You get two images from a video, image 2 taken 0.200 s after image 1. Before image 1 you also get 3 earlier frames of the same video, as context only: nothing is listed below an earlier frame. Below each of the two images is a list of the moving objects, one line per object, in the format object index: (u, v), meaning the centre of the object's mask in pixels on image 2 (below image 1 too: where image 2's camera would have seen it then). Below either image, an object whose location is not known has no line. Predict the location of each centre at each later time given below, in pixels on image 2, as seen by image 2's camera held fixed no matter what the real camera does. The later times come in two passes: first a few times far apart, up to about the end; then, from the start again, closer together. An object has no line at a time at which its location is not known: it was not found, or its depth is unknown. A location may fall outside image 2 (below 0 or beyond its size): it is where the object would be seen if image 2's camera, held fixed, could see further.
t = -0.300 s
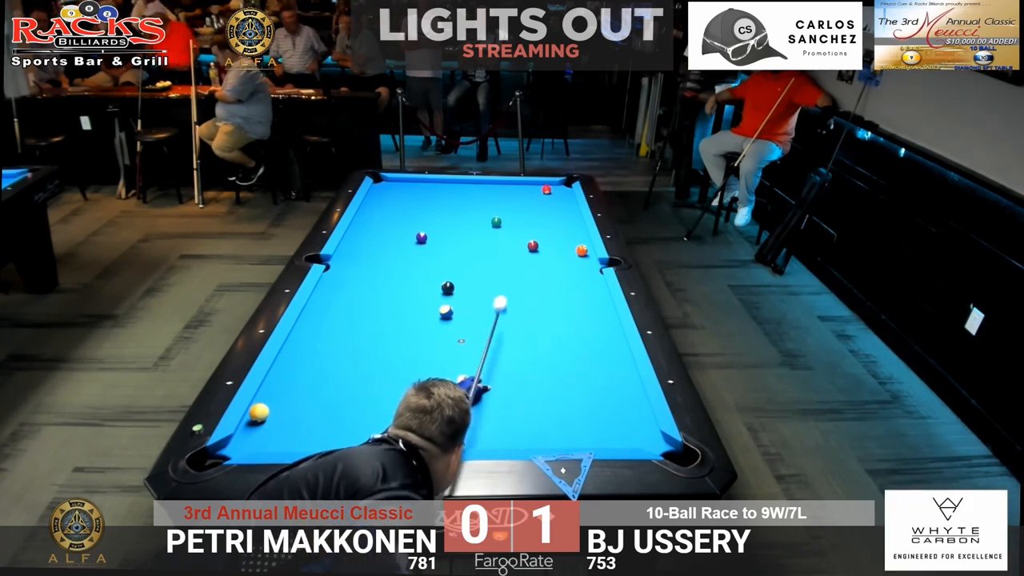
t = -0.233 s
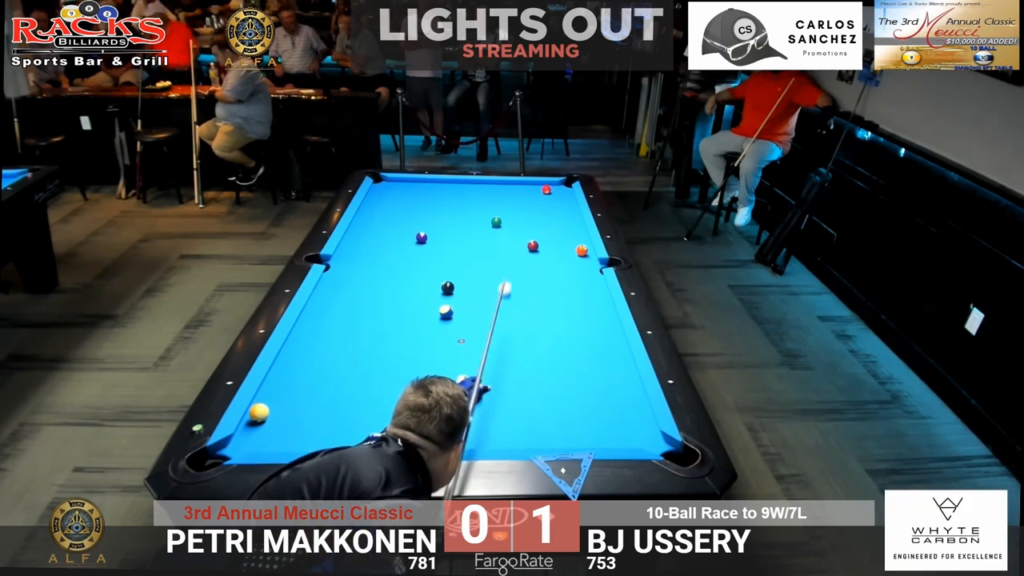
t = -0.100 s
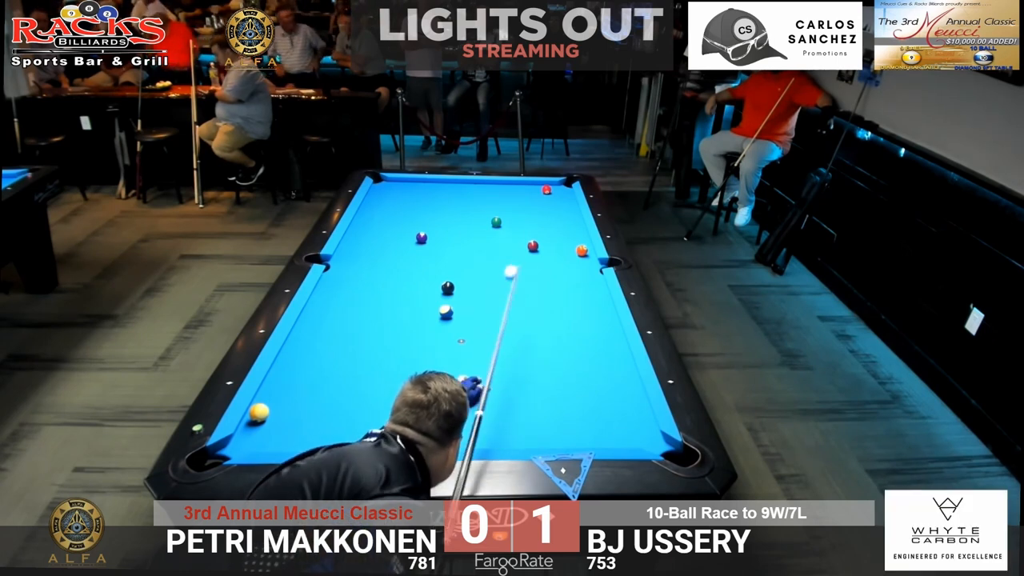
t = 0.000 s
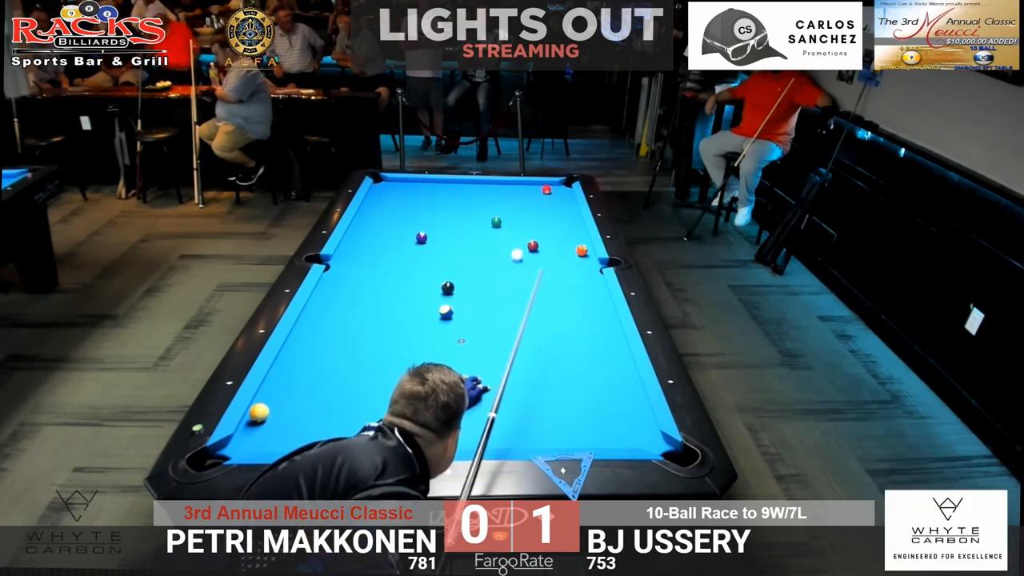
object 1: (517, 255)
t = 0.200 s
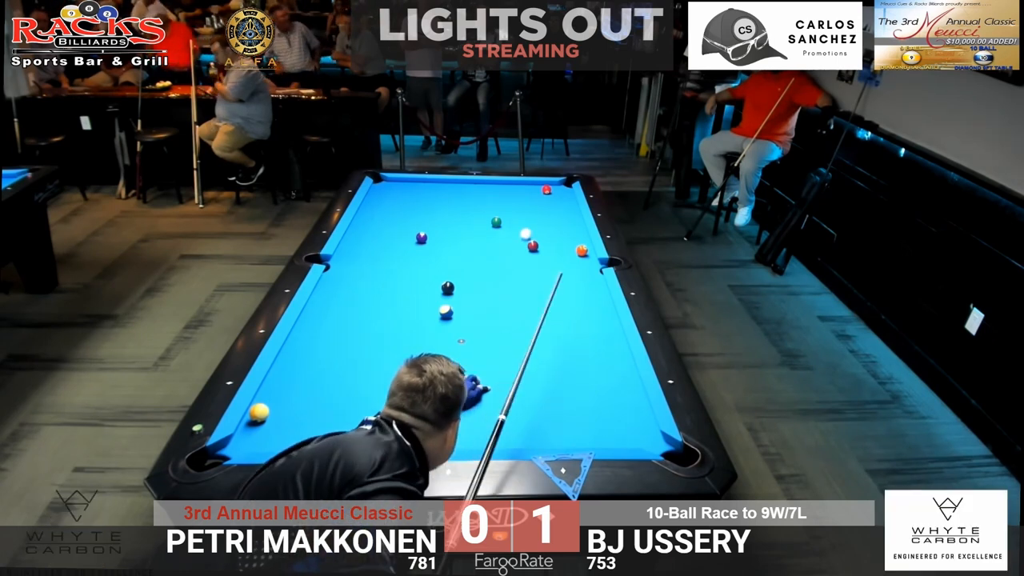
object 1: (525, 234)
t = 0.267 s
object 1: (528, 228)
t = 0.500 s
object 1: (536, 208)
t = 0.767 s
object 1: (540, 191)
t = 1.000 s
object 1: (532, 186)
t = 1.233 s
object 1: (530, 184)
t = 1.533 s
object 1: (537, 187)
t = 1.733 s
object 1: (541, 189)
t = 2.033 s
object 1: (547, 191)
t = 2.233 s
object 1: (551, 193)
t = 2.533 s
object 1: (556, 195)
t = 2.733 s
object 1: (558, 196)
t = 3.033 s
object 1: (562, 198)
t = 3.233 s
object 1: (564, 199)
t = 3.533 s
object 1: (566, 200)
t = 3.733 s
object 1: (568, 200)
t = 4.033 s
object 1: (569, 201)
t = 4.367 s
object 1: (569, 201)
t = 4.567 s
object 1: (569, 201)
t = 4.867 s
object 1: (569, 201)
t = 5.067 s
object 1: (569, 201)
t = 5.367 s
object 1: (569, 201)
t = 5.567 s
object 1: (569, 201)
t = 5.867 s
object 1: (569, 201)
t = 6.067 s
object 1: (569, 201)
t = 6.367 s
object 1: (569, 201)
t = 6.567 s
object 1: (569, 201)
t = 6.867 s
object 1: (569, 201)
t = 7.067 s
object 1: (569, 201)
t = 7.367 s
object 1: (569, 201)
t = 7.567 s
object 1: (569, 201)
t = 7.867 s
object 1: (569, 201)
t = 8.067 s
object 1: (569, 201)
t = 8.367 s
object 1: (569, 201)
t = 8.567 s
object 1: (569, 201)
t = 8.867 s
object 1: (569, 201)
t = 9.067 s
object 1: (569, 201)
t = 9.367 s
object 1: (569, 201)
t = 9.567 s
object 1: (569, 201)
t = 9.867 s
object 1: (569, 201)
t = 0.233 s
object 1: (527, 230)
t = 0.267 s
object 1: (528, 228)
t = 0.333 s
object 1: (530, 221)
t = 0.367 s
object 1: (531, 219)
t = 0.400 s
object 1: (533, 216)
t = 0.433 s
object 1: (534, 213)
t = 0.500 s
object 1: (536, 208)
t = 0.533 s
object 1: (537, 205)
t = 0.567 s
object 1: (538, 203)
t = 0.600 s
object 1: (539, 200)
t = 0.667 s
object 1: (540, 196)
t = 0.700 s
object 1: (541, 193)
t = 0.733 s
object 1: (542, 192)
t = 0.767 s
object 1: (540, 191)
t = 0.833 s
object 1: (538, 190)
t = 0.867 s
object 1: (536, 189)
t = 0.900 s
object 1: (536, 189)
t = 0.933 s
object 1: (535, 188)
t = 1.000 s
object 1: (532, 186)
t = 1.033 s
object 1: (532, 185)
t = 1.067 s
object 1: (531, 184)
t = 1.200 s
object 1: (529, 183)
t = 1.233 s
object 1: (530, 184)
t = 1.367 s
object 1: (533, 185)
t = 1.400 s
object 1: (534, 185)
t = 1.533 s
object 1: (537, 187)
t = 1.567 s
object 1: (538, 187)
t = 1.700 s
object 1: (540, 188)
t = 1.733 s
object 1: (541, 189)
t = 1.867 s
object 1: (544, 190)
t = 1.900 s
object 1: (545, 190)
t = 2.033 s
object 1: (547, 191)
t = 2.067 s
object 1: (548, 192)
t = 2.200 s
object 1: (550, 193)
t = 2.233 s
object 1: (551, 193)
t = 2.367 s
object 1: (553, 194)
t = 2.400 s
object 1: (553, 194)
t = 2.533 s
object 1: (556, 195)
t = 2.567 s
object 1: (556, 195)
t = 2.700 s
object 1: (558, 196)
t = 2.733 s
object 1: (558, 196)
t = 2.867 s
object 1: (560, 197)
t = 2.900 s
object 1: (560, 197)
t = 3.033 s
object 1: (562, 198)
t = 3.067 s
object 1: (562, 198)
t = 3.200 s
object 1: (564, 199)
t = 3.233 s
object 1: (564, 199)
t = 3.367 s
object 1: (565, 199)
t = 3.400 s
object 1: (565, 199)
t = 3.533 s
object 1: (566, 200)
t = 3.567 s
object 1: (567, 200)
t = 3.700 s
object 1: (567, 200)
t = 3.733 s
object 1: (568, 200)
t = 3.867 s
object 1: (568, 201)
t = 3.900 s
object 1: (568, 201)
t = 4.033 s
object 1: (569, 201)
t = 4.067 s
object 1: (569, 201)
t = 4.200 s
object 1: (569, 201)
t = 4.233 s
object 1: (569, 201)
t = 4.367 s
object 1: (569, 201)
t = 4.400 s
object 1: (569, 201)
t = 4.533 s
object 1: (569, 201)
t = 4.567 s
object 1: (569, 201)
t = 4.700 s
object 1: (569, 201)
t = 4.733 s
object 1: (569, 201)
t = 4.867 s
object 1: (569, 201)
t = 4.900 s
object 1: (569, 201)
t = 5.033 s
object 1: (569, 201)
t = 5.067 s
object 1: (569, 201)
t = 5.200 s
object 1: (569, 201)
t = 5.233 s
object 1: (569, 201)
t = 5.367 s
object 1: (569, 201)
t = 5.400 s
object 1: (569, 201)
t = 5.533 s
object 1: (569, 201)
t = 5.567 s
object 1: (569, 201)
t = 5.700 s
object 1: (569, 201)
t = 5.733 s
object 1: (569, 201)
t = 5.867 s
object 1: (569, 201)
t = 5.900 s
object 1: (569, 201)
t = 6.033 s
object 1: (569, 201)
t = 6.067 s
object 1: (569, 201)
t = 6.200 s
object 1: (569, 201)
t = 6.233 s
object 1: (569, 201)
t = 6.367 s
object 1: (569, 201)
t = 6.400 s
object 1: (569, 201)
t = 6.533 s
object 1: (569, 201)
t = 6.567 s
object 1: (569, 201)
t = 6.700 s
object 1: (569, 201)
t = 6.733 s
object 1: (569, 201)
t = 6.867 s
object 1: (569, 201)
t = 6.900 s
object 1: (569, 201)
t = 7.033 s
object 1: (569, 201)
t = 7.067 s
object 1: (569, 201)
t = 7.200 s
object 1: (569, 201)
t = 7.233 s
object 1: (569, 201)
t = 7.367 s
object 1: (569, 201)
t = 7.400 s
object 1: (569, 201)
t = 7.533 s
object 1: (569, 201)
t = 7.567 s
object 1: (569, 201)
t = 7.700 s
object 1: (569, 201)
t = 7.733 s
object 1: (569, 201)
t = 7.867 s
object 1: (569, 201)
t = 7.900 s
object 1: (569, 201)
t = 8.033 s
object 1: (569, 201)
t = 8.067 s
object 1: (569, 201)
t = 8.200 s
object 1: (569, 201)
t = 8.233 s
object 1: (569, 201)
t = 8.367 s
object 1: (569, 201)
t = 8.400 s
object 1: (569, 201)
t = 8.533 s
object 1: (569, 201)
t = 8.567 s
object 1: (569, 201)
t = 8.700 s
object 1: (569, 201)
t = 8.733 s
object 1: (569, 201)
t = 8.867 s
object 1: (569, 201)
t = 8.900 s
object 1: (569, 201)
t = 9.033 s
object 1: (569, 201)
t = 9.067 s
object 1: (569, 201)
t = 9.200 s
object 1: (569, 201)
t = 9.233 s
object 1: (569, 201)
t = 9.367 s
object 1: (569, 201)
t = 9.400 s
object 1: (569, 201)
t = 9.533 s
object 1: (569, 201)
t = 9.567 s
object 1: (569, 201)
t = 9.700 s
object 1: (569, 201)
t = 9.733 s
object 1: (569, 201)
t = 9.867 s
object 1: (569, 201)
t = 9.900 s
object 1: (569, 201)
